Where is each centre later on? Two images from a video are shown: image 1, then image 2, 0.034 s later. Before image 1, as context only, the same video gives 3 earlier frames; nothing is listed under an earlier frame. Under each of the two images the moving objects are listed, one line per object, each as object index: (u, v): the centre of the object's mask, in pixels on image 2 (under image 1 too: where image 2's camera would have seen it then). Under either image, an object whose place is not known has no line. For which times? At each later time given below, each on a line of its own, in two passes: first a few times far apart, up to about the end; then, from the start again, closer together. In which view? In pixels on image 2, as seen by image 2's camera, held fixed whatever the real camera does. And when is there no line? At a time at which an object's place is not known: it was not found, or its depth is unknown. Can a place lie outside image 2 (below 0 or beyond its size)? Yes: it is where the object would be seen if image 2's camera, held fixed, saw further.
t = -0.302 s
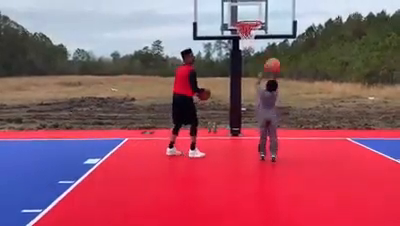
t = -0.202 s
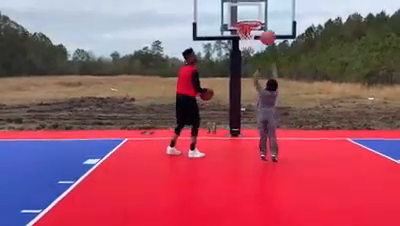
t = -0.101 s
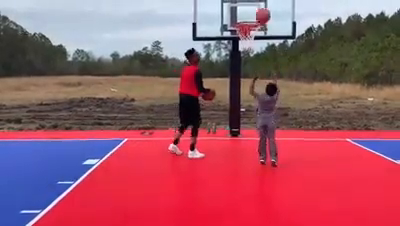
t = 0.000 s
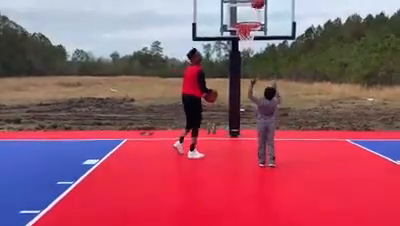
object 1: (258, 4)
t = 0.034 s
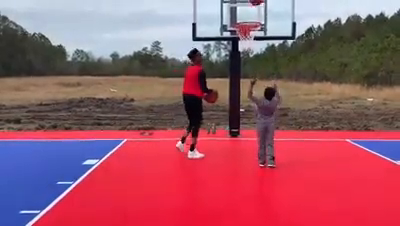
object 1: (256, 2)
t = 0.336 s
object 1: (242, 1)
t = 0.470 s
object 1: (239, 7)
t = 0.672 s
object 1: (249, 20)
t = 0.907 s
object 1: (241, 20)
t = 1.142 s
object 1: (249, 29)
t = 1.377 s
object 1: (253, 50)
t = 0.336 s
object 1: (242, 1)
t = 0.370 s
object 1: (239, 2)
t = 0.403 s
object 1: (240, 4)
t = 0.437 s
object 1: (239, 5)
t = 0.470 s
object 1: (239, 7)
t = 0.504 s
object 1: (238, 11)
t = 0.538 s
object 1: (238, 17)
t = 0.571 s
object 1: (238, 19)
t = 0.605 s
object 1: (242, 19)
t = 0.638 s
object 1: (247, 19)
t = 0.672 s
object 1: (249, 20)
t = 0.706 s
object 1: (250, 20)
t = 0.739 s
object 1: (250, 20)
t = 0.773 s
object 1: (251, 22)
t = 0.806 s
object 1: (249, 20)
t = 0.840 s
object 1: (246, 19)
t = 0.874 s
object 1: (243, 20)
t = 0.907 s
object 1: (241, 20)
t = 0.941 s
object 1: (241, 20)
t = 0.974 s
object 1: (241, 20)
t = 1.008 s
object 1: (242, 21)
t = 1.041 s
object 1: (242, 21)
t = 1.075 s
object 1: (245, 22)
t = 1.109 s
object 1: (245, 26)
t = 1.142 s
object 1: (249, 29)
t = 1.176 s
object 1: (251, 32)
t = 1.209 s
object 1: (254, 39)
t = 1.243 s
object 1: (253, 40)
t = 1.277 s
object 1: (253, 42)
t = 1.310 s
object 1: (253, 43)
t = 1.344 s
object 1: (253, 45)
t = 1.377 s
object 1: (253, 50)
